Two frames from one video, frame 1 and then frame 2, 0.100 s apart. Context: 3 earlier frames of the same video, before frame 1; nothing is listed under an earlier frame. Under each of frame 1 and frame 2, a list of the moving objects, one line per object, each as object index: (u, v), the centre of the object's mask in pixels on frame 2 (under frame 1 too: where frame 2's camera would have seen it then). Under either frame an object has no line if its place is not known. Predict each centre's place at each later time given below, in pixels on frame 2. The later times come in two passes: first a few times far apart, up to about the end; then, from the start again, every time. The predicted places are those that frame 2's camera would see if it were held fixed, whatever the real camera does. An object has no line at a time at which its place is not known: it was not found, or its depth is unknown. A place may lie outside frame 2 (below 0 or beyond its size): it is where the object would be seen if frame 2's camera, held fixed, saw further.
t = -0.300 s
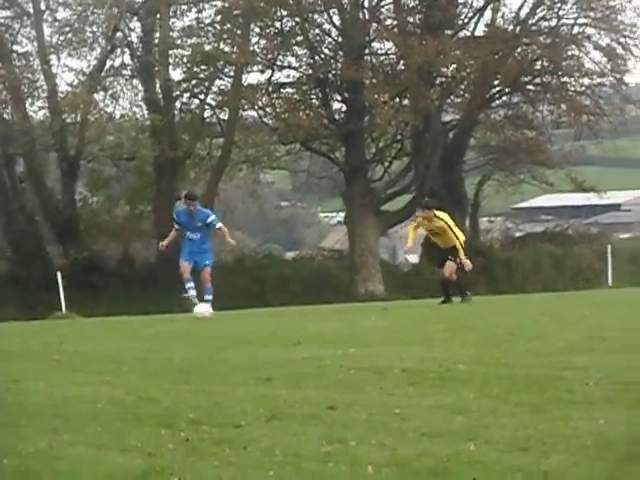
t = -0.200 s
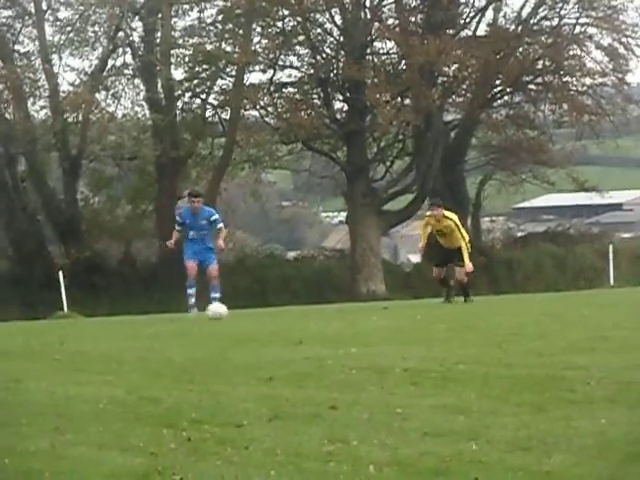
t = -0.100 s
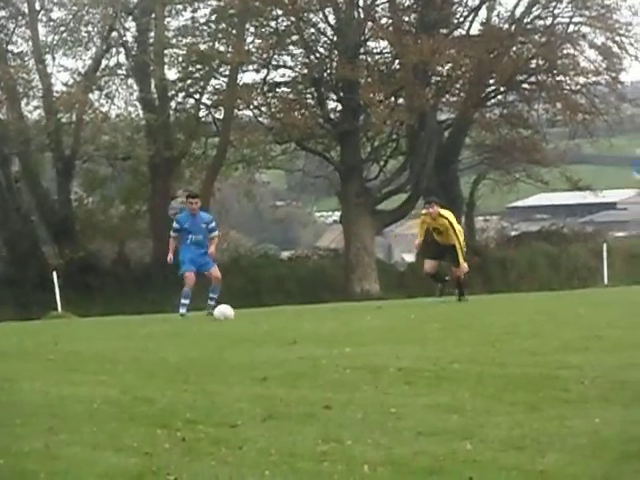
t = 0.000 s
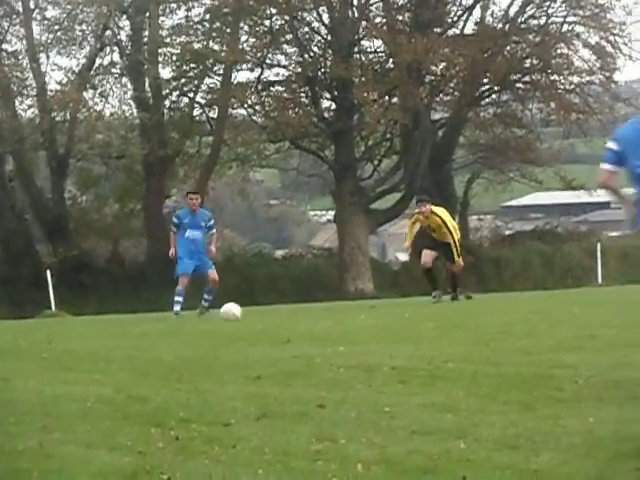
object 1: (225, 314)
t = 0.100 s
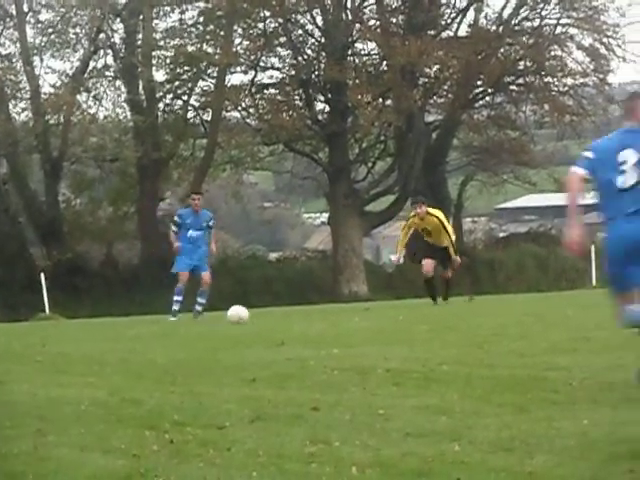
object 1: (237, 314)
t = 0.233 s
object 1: (253, 313)
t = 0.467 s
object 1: (279, 315)
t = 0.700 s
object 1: (305, 319)
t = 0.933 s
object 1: (330, 324)
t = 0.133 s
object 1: (243, 314)
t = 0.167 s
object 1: (247, 314)
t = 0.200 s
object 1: (249, 314)
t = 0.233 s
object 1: (253, 313)
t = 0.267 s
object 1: (257, 313)
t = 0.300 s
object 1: (261, 315)
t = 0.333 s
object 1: (265, 316)
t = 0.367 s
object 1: (268, 317)
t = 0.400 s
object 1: (272, 315)
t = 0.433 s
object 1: (276, 315)
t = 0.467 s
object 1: (279, 315)
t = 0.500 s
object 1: (283, 315)
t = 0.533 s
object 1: (287, 317)
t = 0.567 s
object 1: (290, 320)
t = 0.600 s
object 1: (294, 319)
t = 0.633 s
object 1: (298, 319)
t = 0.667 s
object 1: (301, 319)
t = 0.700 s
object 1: (305, 319)
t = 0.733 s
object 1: (308, 321)
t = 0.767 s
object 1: (312, 323)
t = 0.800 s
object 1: (315, 322)
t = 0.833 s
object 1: (319, 322)
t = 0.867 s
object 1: (322, 321)
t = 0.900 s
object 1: (327, 322)
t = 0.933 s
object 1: (330, 324)
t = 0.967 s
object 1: (334, 325)
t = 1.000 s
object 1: (338, 326)
